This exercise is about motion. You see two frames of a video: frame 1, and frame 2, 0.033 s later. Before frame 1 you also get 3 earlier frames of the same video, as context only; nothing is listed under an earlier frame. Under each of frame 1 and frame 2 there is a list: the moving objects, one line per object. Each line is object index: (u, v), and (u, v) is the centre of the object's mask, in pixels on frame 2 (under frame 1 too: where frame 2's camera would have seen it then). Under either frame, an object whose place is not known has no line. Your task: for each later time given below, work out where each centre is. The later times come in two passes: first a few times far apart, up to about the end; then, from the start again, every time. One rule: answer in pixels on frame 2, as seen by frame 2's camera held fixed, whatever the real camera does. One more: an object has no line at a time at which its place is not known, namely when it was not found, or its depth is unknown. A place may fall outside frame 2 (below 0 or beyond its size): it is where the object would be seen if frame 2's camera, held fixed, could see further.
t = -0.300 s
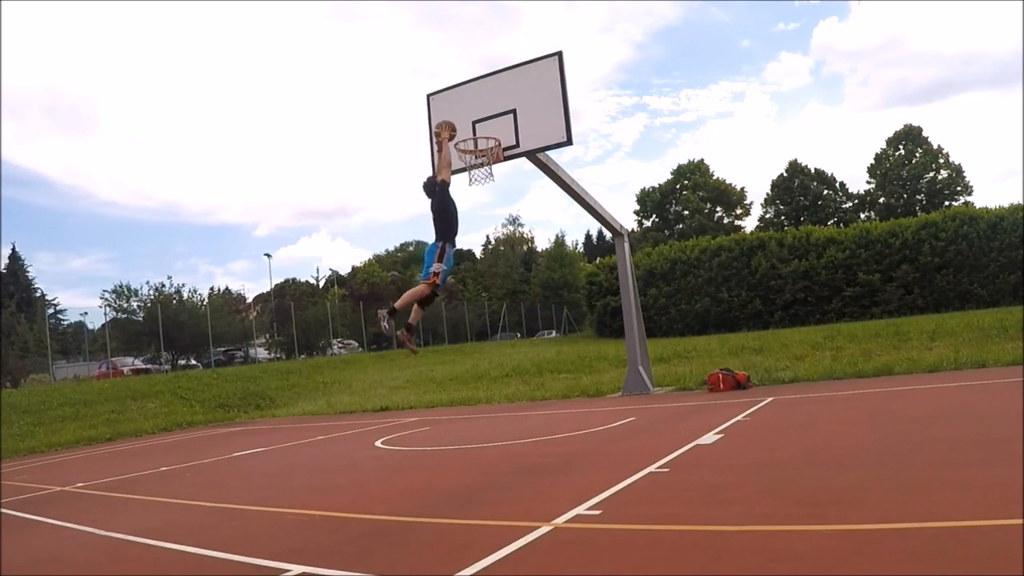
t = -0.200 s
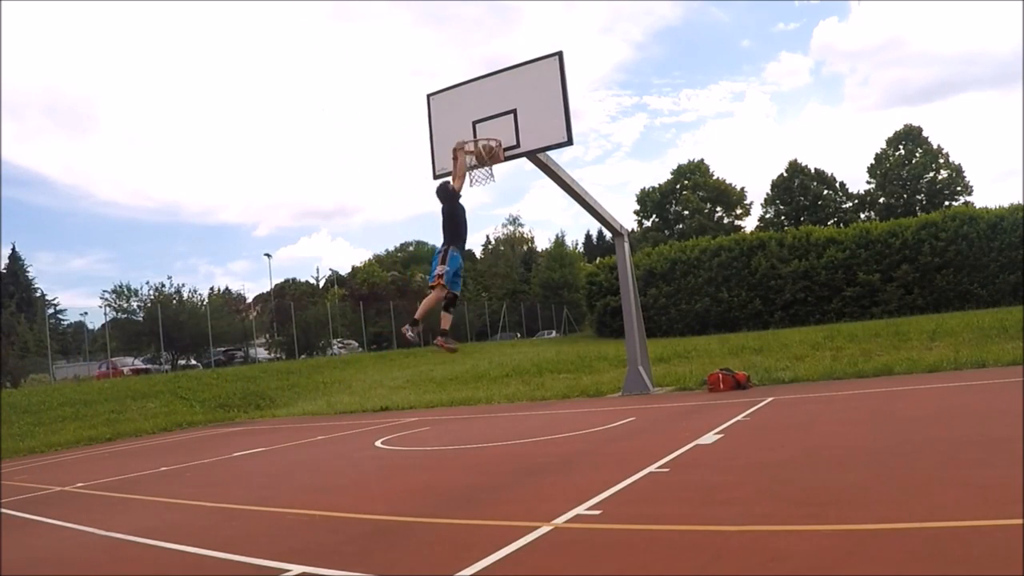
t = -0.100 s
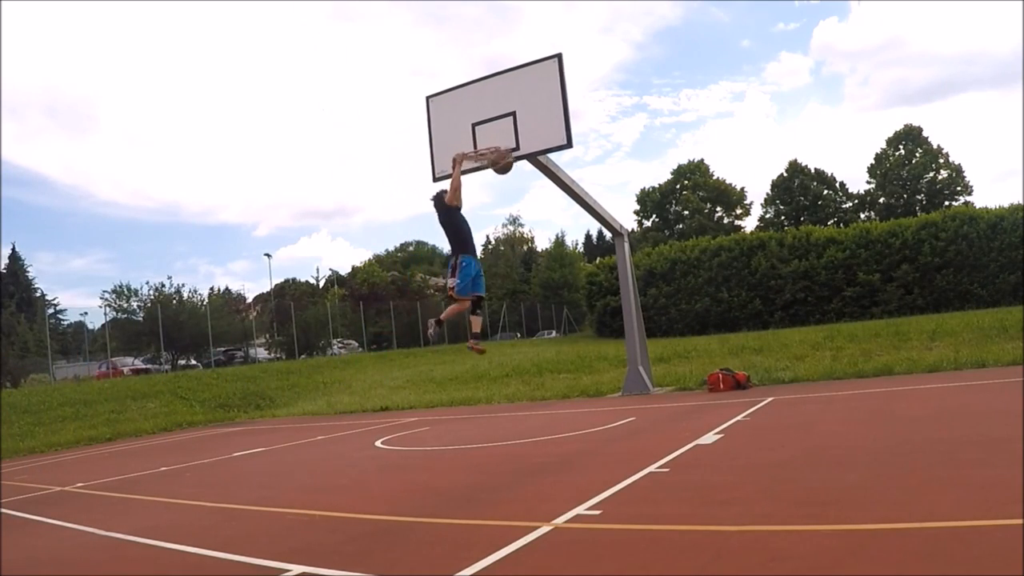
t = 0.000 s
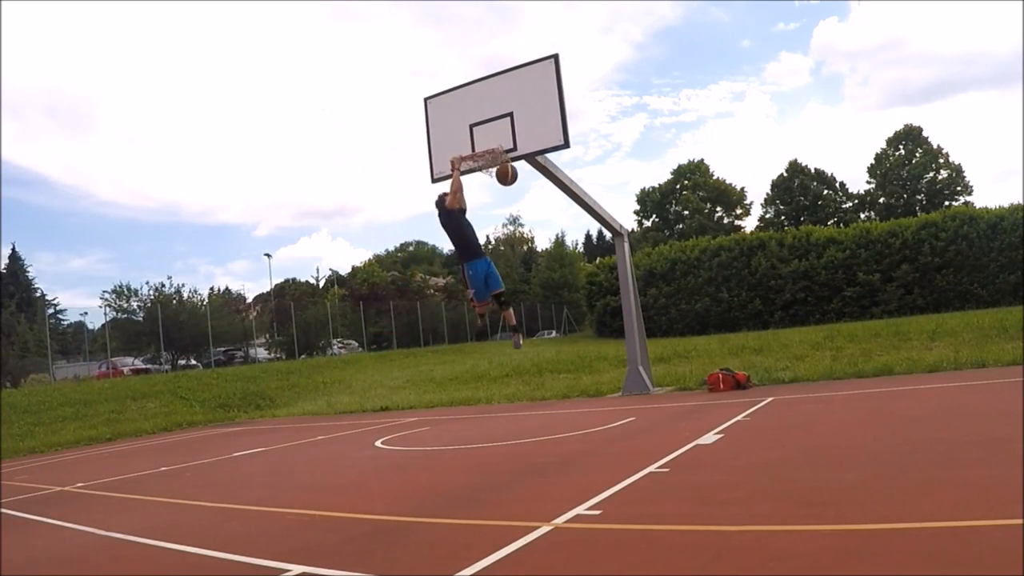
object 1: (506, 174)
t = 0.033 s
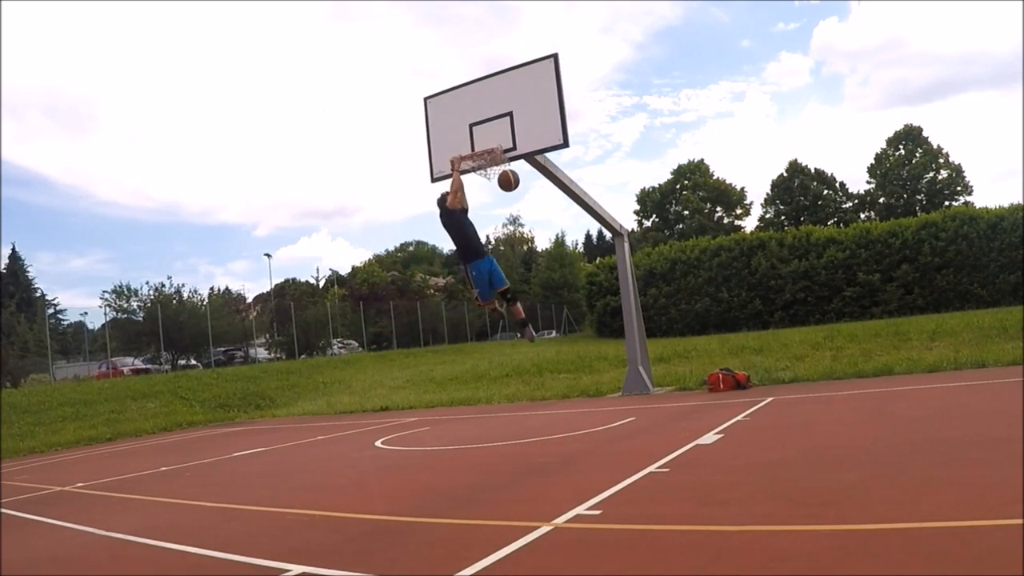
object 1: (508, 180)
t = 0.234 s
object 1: (521, 236)
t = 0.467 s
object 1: (541, 352)
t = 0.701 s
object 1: (539, 344)
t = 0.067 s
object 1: (510, 187)
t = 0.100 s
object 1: (512, 195)
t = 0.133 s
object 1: (514, 204)
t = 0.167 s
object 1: (516, 213)
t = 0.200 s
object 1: (518, 224)
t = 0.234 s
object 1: (521, 236)
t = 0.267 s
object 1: (523, 250)
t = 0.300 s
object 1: (526, 265)
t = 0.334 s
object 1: (529, 279)
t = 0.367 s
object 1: (532, 296)
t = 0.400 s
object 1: (534, 314)
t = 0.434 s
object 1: (538, 332)
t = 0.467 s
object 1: (541, 352)
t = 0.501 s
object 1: (544, 373)
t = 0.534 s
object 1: (548, 395)
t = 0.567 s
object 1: (550, 410)
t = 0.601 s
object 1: (547, 392)
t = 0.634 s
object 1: (544, 375)
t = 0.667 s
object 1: (542, 359)
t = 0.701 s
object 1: (539, 344)
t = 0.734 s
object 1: (537, 331)
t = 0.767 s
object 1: (534, 319)
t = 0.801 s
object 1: (532, 307)
